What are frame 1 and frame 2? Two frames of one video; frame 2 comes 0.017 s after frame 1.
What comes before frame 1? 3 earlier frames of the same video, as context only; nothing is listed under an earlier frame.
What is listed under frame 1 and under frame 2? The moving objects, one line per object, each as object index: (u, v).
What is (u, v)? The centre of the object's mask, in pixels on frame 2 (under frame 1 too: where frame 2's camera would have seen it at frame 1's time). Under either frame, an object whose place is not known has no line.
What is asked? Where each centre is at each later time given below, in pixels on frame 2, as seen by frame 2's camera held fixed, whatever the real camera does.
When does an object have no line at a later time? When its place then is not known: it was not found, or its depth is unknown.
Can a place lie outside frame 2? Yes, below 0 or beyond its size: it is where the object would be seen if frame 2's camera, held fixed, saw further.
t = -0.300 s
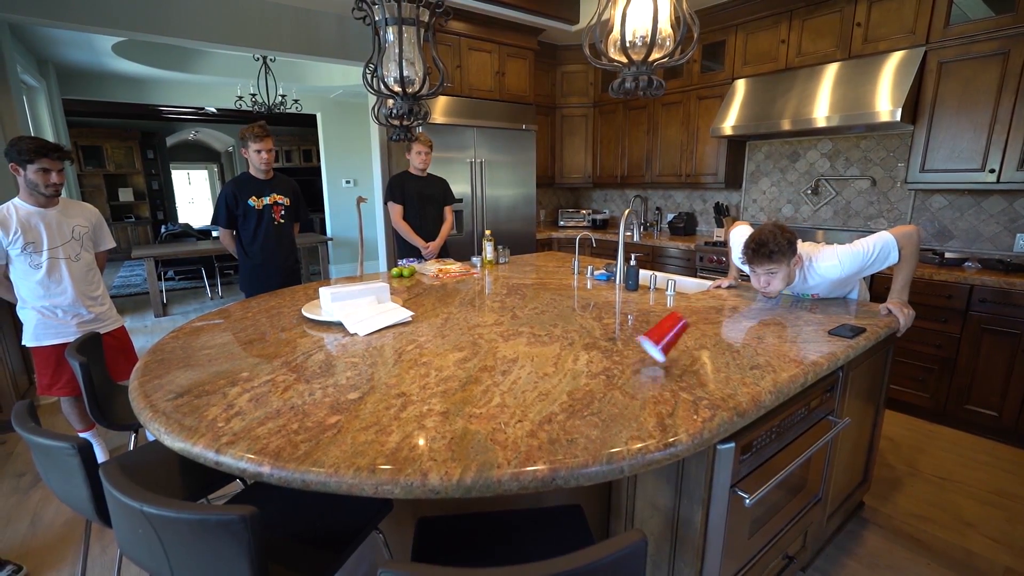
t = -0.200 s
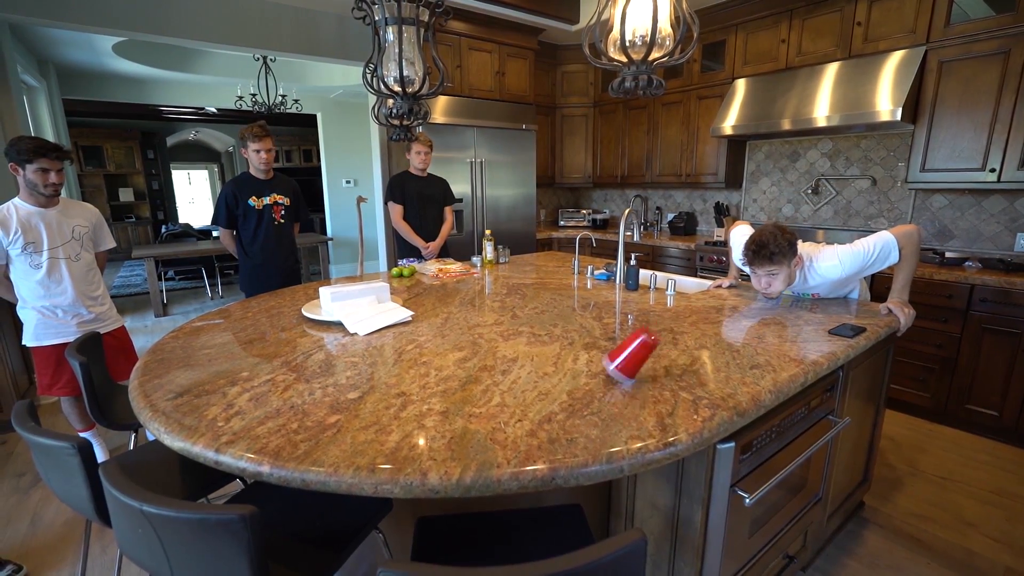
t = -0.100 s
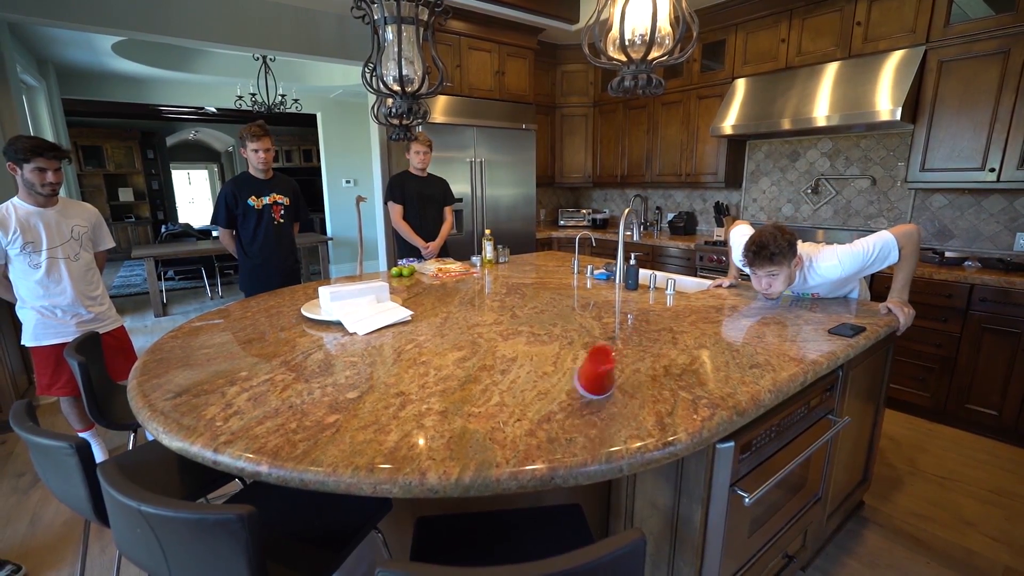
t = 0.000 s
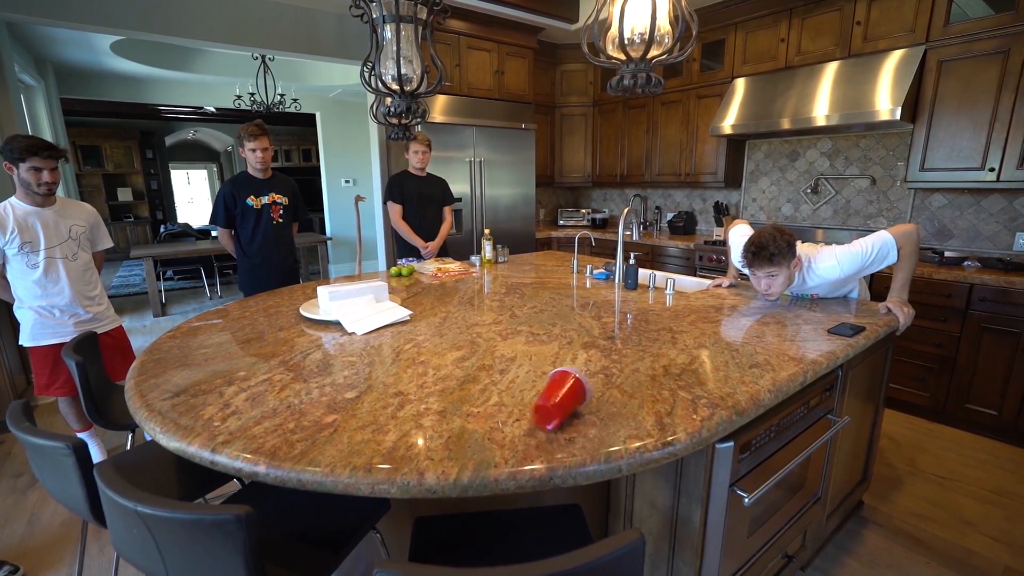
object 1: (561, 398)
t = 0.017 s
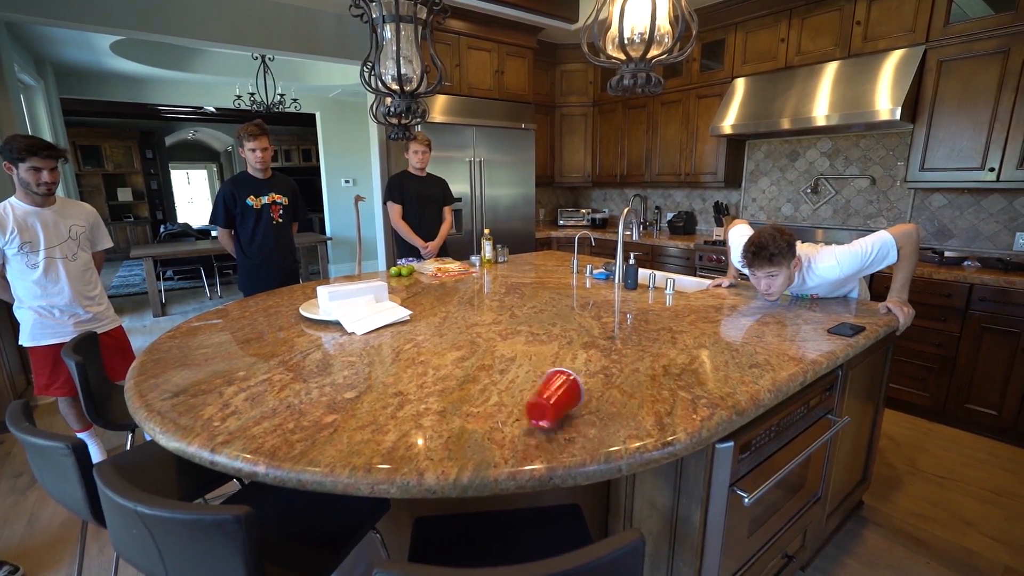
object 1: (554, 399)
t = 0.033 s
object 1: (550, 398)
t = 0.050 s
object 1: (545, 398)
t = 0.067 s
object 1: (538, 399)
